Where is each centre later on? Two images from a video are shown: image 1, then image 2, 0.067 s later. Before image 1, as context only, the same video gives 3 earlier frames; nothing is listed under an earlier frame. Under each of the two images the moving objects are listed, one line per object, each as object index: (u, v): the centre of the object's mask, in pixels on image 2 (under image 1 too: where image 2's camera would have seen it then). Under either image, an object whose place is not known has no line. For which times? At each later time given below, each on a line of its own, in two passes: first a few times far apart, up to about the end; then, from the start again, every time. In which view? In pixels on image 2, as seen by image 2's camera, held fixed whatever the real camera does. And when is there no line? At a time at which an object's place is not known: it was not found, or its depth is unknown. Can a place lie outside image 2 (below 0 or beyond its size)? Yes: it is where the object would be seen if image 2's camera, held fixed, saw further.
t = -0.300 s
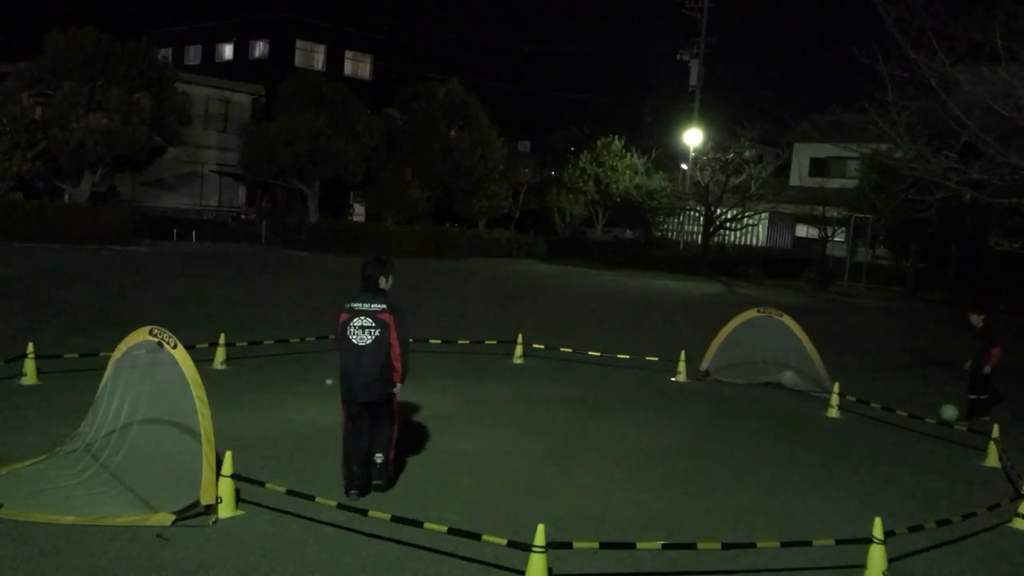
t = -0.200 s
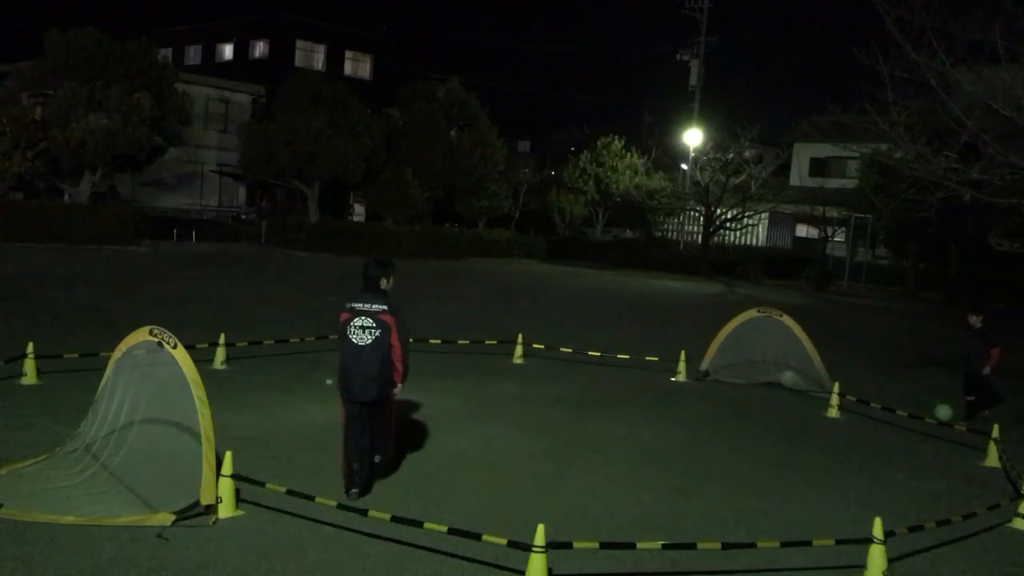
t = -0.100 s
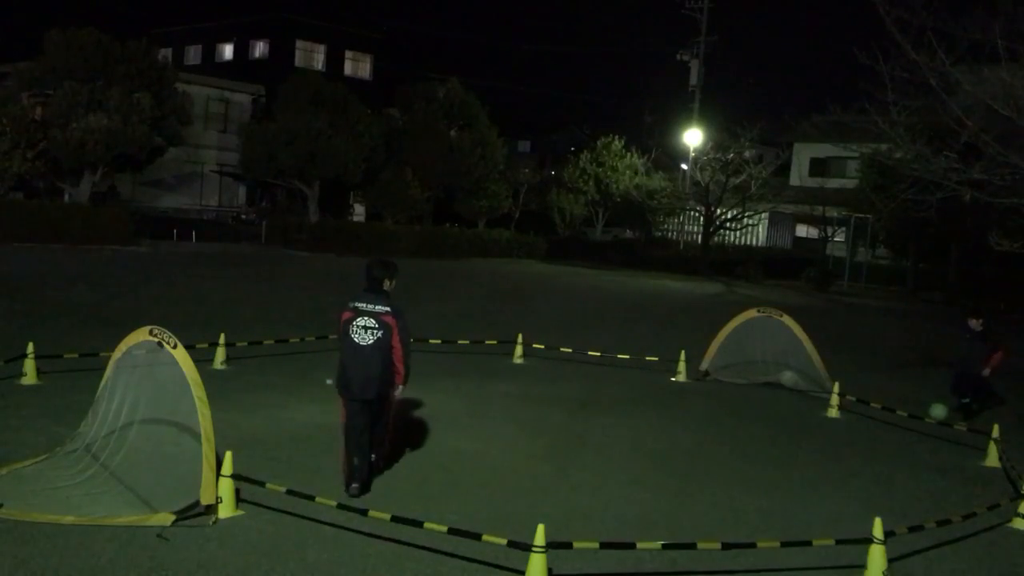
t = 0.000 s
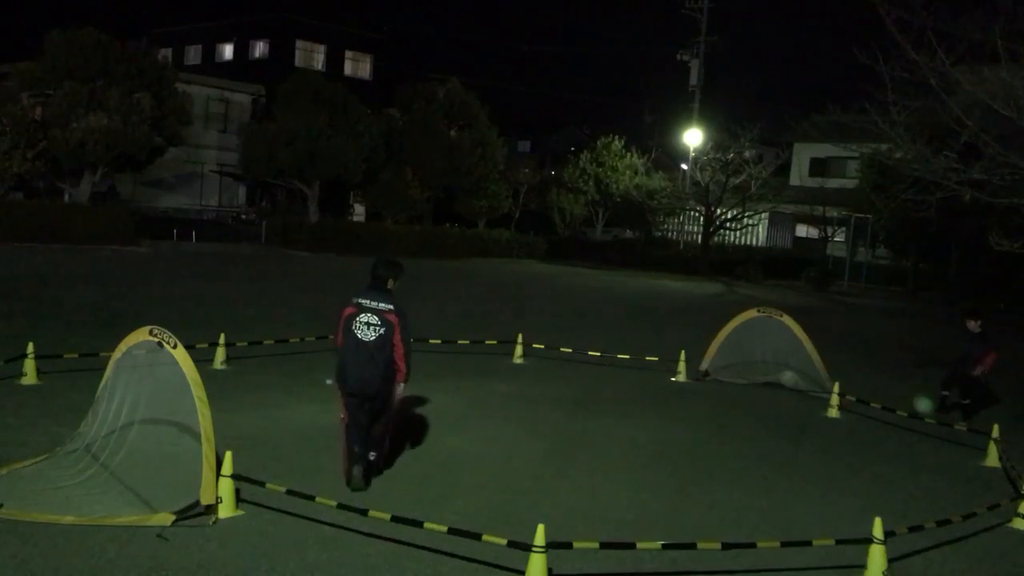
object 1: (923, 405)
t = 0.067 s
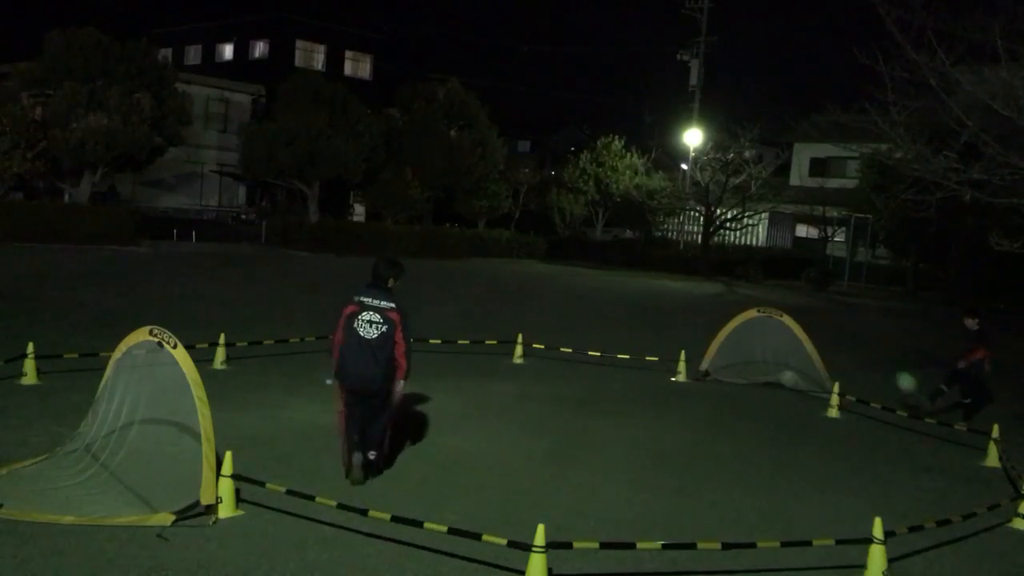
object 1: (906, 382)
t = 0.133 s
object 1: (888, 361)
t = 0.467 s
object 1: (785, 312)
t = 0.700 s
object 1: (697, 341)
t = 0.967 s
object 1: (591, 423)
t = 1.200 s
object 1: (540, 367)
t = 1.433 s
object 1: (480, 370)
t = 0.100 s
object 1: (897, 371)
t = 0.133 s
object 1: (888, 361)
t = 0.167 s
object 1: (880, 353)
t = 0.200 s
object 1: (870, 344)
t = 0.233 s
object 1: (860, 337)
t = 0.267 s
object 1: (851, 331)
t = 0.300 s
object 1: (840, 325)
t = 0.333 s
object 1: (830, 321)
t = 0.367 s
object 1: (818, 318)
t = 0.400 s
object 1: (808, 315)
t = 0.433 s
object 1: (797, 313)
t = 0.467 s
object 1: (785, 312)
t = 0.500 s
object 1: (773, 313)
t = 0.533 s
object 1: (761, 315)
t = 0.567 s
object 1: (750, 318)
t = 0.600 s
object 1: (735, 322)
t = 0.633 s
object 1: (723, 326)
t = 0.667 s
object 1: (709, 334)
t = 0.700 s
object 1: (697, 341)
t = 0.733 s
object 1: (684, 349)
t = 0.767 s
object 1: (669, 359)
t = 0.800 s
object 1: (657, 371)
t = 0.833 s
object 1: (643, 383)
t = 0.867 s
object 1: (629, 397)
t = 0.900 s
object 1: (614, 413)
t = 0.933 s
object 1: (600, 427)
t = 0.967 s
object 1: (591, 423)
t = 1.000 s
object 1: (584, 412)
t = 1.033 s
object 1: (577, 401)
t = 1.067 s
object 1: (570, 391)
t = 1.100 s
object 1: (562, 383)
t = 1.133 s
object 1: (555, 377)
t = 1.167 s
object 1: (547, 371)
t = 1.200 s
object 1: (540, 367)
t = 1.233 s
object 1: (532, 363)
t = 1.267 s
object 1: (523, 361)
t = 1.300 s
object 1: (515, 360)
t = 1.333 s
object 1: (506, 361)
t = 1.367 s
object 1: (498, 363)
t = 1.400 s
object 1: (489, 365)
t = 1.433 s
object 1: (480, 370)
